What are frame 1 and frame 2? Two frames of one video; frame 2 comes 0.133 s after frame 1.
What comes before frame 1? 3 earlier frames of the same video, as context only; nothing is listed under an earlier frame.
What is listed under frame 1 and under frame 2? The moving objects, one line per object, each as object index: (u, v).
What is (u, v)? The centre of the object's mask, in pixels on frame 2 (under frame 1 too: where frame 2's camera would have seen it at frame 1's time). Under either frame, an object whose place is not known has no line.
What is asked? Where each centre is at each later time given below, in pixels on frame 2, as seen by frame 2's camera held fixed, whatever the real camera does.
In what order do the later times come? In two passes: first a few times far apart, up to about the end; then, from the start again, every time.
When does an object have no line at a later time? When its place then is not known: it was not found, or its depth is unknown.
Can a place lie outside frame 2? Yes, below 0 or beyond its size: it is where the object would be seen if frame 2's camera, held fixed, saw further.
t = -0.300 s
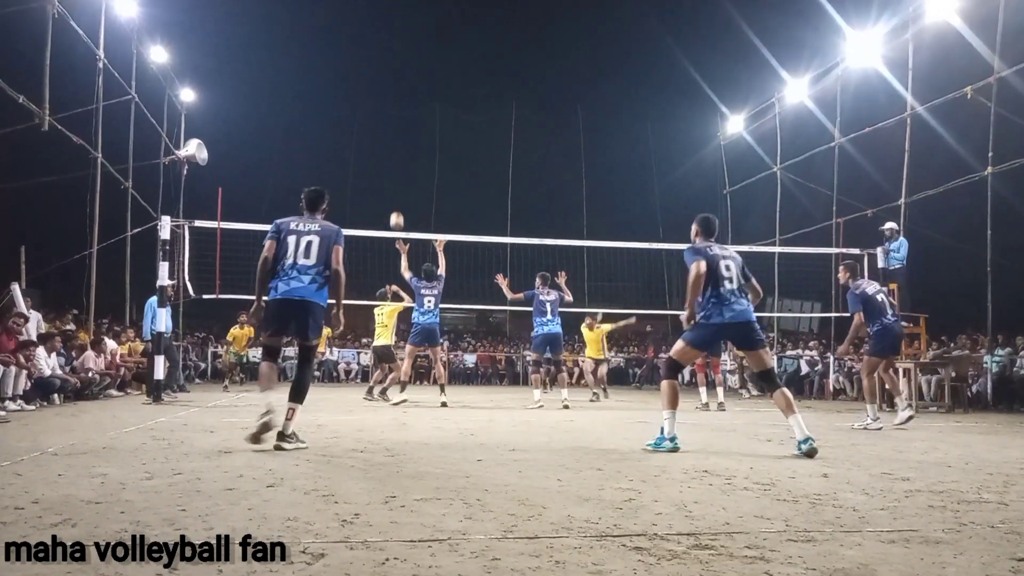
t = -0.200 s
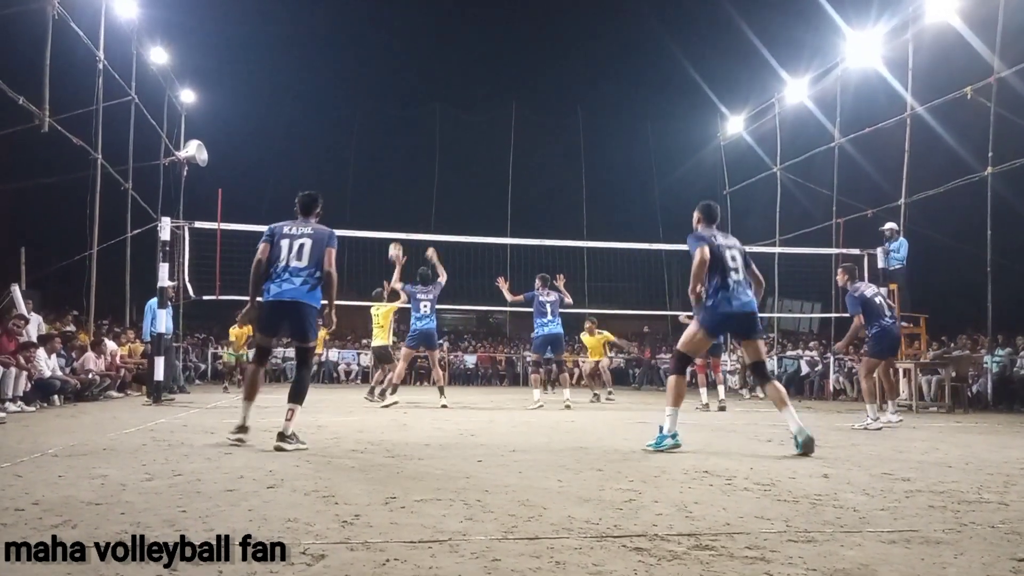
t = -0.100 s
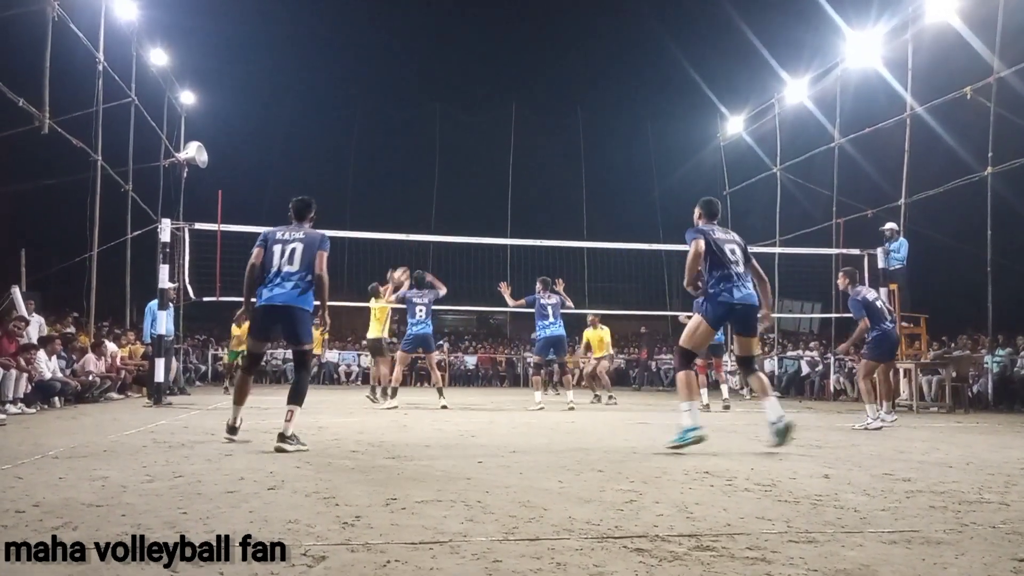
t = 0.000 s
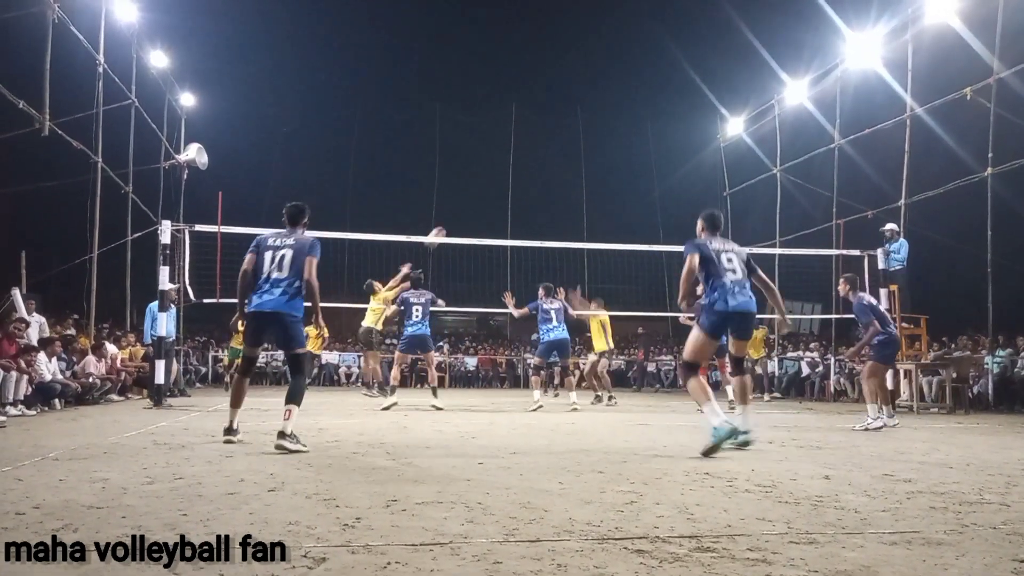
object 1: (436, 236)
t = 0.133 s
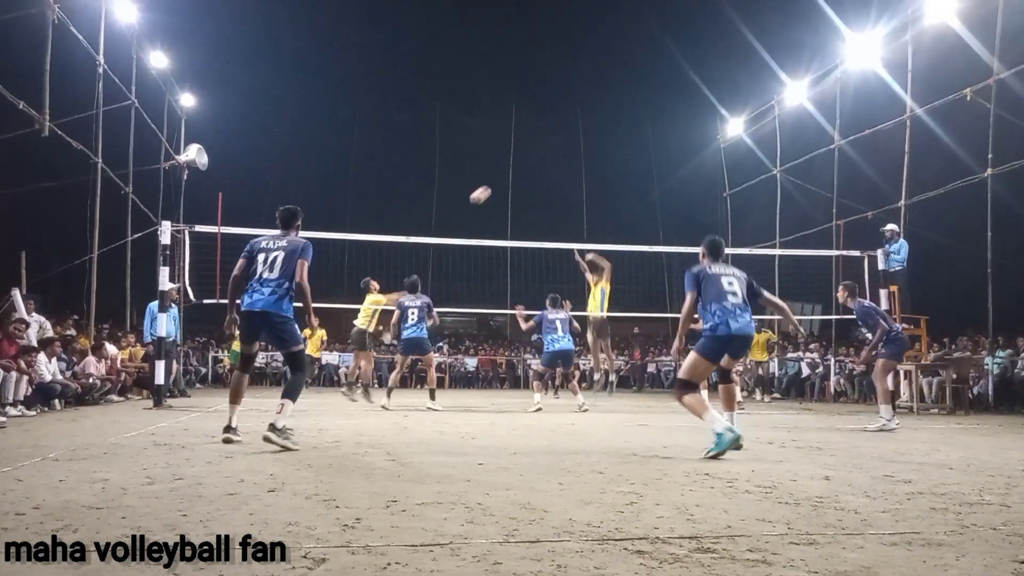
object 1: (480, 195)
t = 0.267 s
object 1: (524, 165)
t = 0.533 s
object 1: (604, 138)
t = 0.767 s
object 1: (667, 149)
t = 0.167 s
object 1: (491, 186)
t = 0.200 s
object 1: (503, 178)
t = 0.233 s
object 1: (514, 171)
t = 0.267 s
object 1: (524, 165)
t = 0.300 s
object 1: (534, 159)
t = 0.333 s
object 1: (545, 154)
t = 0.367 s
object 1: (555, 150)
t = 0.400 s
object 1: (565, 146)
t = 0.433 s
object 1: (575, 143)
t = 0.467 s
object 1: (584, 141)
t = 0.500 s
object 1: (594, 139)
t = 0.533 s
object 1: (604, 138)
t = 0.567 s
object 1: (613, 138)
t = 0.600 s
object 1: (622, 138)
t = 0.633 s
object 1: (632, 139)
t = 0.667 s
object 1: (640, 140)
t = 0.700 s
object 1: (649, 142)
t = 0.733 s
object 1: (659, 146)
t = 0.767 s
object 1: (667, 149)
